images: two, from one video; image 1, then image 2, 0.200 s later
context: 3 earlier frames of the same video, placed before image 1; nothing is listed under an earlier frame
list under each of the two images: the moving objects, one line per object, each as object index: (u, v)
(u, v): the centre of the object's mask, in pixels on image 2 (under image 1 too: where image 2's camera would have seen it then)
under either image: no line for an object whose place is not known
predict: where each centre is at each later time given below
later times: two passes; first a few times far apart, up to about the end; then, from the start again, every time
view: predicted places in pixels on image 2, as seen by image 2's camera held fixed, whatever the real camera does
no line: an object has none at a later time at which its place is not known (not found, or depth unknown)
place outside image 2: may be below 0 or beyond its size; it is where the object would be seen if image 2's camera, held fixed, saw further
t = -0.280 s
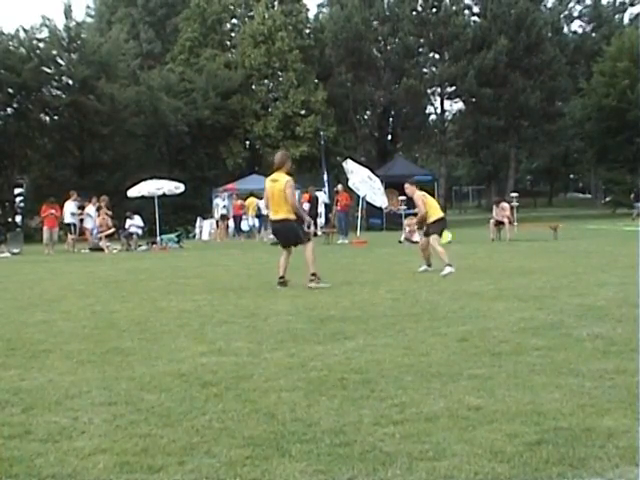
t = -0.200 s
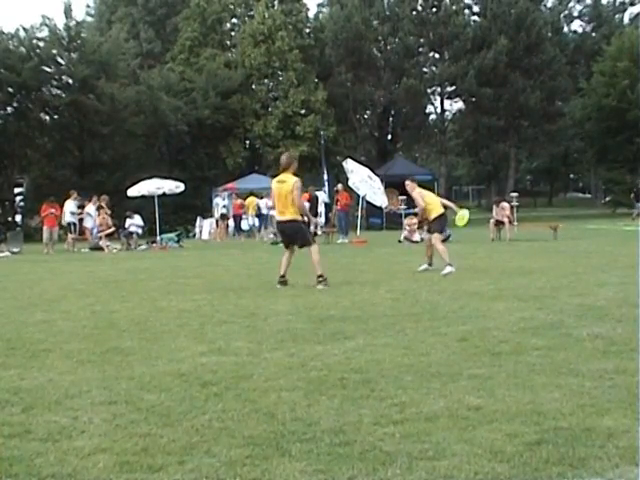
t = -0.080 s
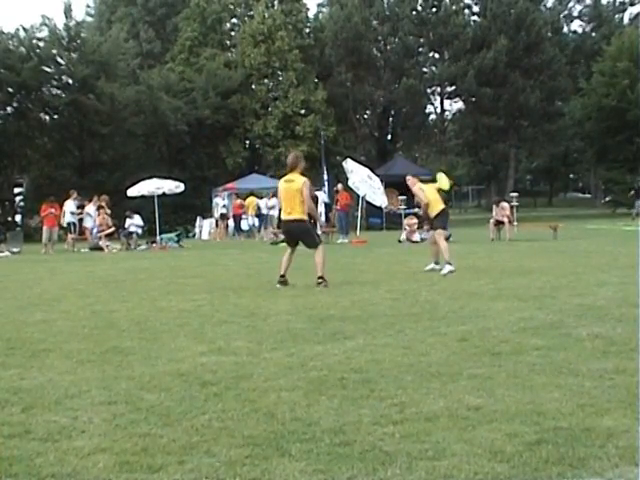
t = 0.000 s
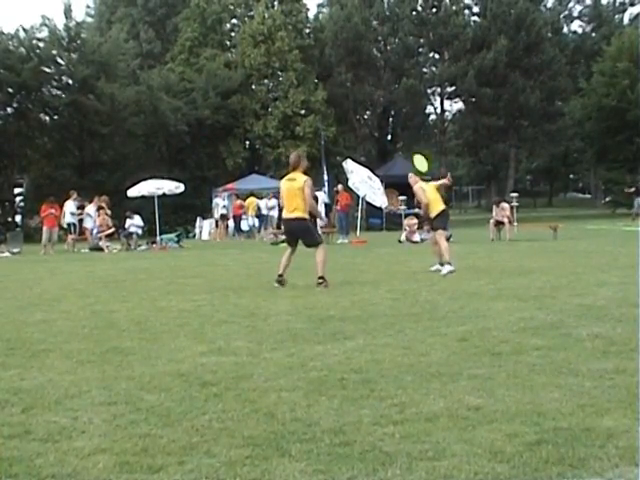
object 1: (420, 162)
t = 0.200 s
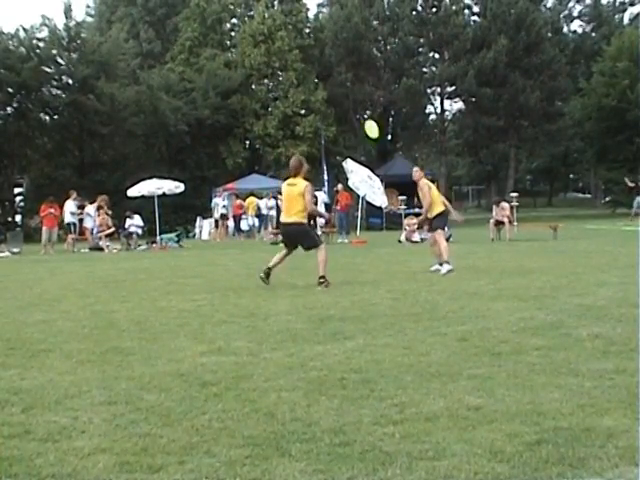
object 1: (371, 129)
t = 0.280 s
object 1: (354, 121)
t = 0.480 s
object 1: (315, 119)
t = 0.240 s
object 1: (362, 124)
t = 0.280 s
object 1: (354, 121)
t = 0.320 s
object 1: (346, 119)
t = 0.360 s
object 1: (338, 117)
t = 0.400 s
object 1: (330, 117)
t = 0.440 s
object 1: (322, 118)
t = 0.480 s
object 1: (315, 119)
